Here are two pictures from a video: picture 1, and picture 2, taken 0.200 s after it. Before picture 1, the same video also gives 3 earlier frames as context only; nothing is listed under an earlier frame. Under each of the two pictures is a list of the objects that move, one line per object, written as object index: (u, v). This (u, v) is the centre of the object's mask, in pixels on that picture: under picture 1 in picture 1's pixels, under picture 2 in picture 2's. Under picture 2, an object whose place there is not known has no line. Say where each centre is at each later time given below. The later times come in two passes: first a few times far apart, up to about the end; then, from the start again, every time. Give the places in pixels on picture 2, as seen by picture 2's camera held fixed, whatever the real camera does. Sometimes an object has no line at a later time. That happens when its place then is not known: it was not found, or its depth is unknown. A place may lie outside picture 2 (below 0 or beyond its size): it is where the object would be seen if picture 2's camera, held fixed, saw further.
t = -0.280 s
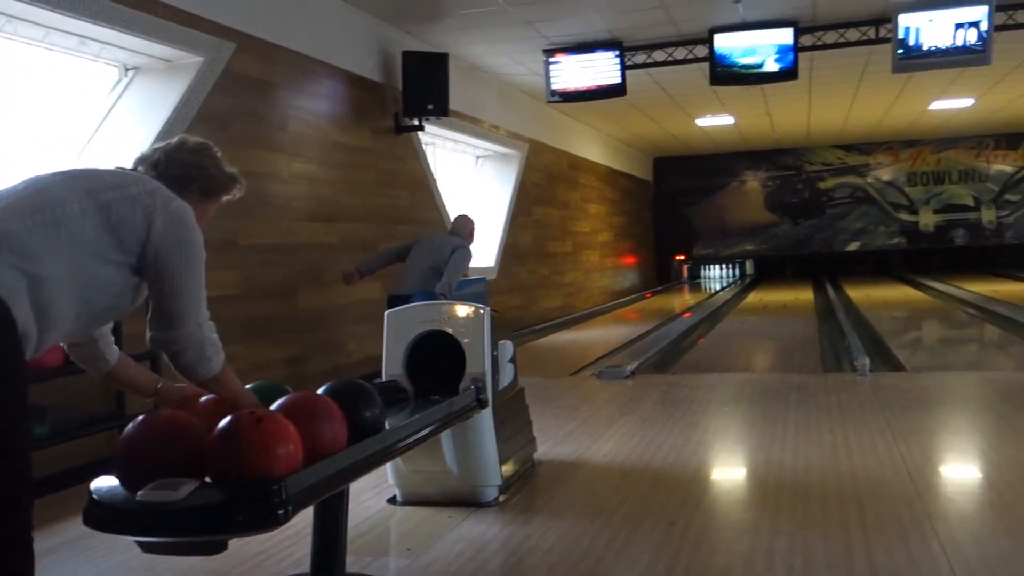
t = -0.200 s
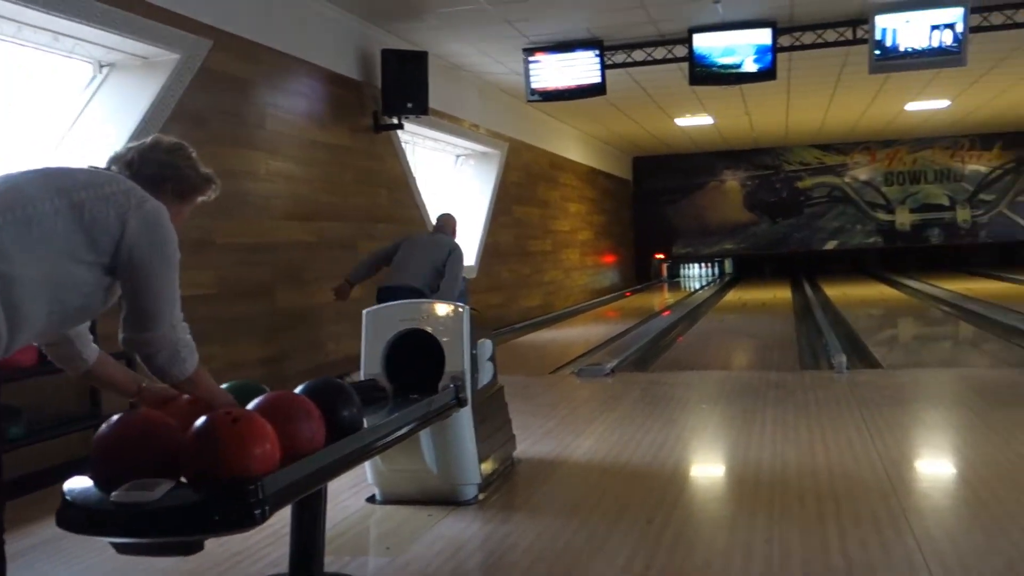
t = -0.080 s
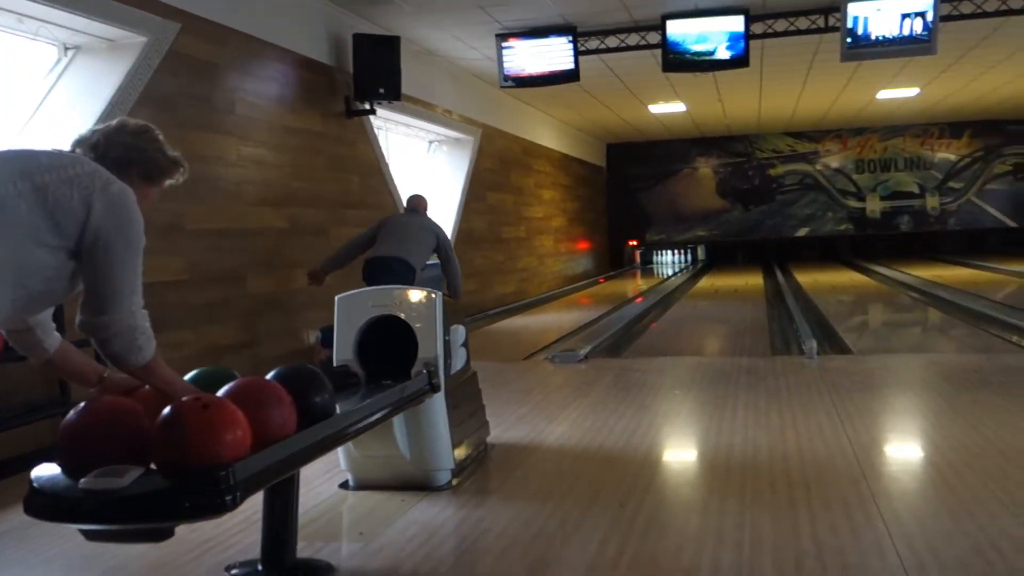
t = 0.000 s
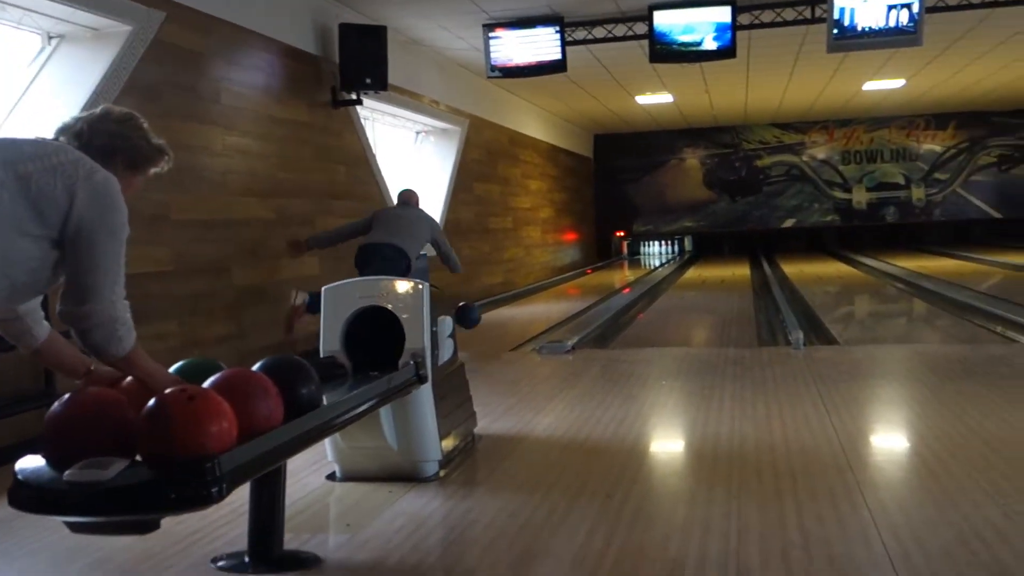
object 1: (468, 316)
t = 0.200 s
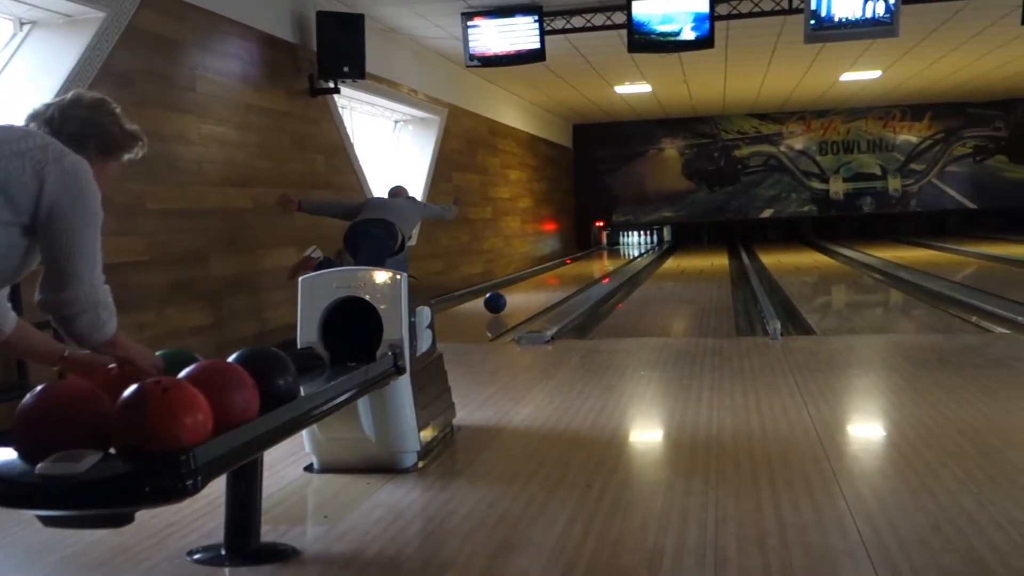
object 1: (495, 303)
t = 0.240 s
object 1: (502, 300)
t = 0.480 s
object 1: (538, 285)
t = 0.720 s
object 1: (563, 274)
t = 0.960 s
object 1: (581, 267)
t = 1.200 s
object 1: (596, 260)
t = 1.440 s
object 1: (606, 255)
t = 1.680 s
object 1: (621, 252)
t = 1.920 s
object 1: (626, 251)
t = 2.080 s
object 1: (627, 246)
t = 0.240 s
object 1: (502, 300)
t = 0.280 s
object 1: (509, 298)
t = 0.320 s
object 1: (516, 295)
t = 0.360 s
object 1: (522, 293)
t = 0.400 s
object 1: (528, 290)
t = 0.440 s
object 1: (533, 288)
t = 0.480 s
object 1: (538, 285)
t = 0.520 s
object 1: (543, 284)
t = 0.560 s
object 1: (548, 281)
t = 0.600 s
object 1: (552, 279)
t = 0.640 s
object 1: (555, 278)
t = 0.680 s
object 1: (560, 276)
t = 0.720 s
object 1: (563, 274)
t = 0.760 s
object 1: (566, 273)
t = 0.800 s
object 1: (569, 271)
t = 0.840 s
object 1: (573, 270)
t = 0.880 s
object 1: (576, 269)
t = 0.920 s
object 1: (579, 268)
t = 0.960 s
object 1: (581, 267)
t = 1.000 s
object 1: (584, 266)
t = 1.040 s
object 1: (586, 264)
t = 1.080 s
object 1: (588, 263)
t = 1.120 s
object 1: (591, 262)
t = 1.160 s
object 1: (593, 261)
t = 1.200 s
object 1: (596, 260)
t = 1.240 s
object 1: (597, 259)
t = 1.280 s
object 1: (599, 258)
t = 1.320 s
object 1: (601, 257)
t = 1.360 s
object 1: (603, 257)
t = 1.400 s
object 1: (604, 256)
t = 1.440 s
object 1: (606, 255)
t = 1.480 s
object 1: (611, 253)
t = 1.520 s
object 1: (614, 253)
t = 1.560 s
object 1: (614, 253)
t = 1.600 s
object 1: (615, 253)
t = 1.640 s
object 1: (619, 252)
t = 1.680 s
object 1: (621, 252)
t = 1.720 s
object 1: (616, 252)
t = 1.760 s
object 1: (618, 252)
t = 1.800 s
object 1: (617, 250)
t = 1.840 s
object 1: (622, 251)
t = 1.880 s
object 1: (623, 251)
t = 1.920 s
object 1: (626, 251)
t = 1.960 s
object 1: (624, 250)
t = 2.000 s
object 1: (626, 248)
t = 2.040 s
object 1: (627, 247)
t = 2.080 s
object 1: (627, 246)
